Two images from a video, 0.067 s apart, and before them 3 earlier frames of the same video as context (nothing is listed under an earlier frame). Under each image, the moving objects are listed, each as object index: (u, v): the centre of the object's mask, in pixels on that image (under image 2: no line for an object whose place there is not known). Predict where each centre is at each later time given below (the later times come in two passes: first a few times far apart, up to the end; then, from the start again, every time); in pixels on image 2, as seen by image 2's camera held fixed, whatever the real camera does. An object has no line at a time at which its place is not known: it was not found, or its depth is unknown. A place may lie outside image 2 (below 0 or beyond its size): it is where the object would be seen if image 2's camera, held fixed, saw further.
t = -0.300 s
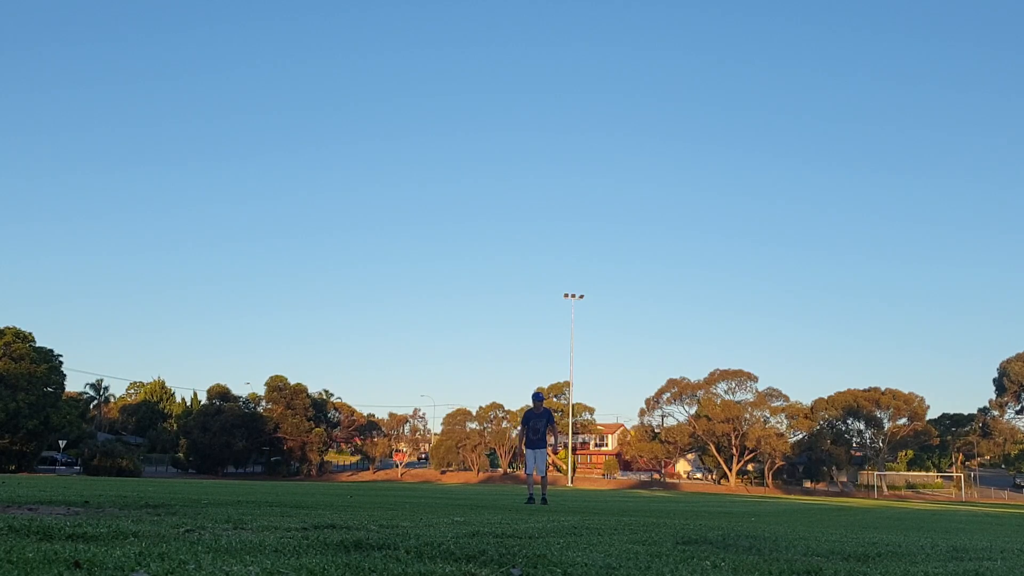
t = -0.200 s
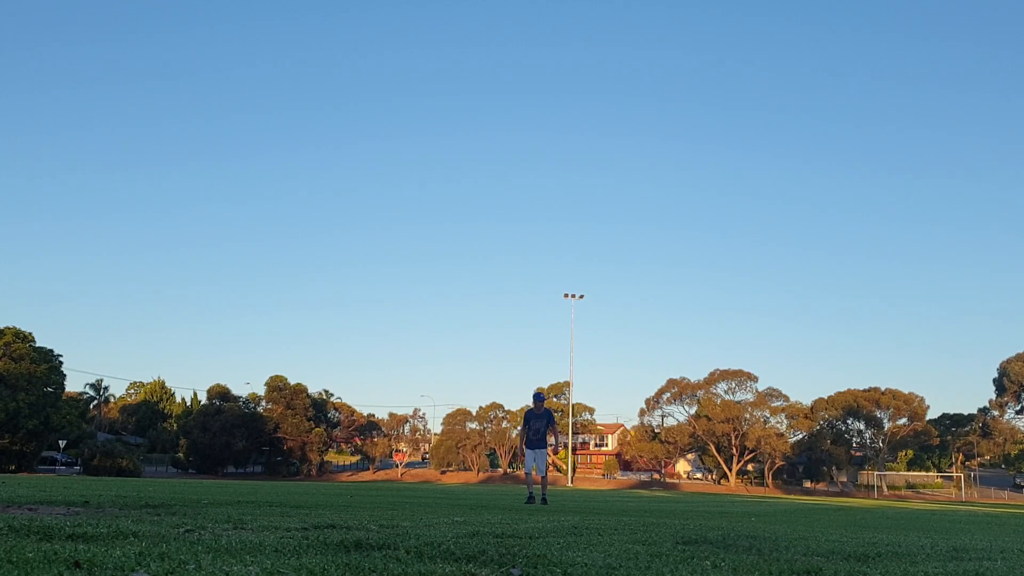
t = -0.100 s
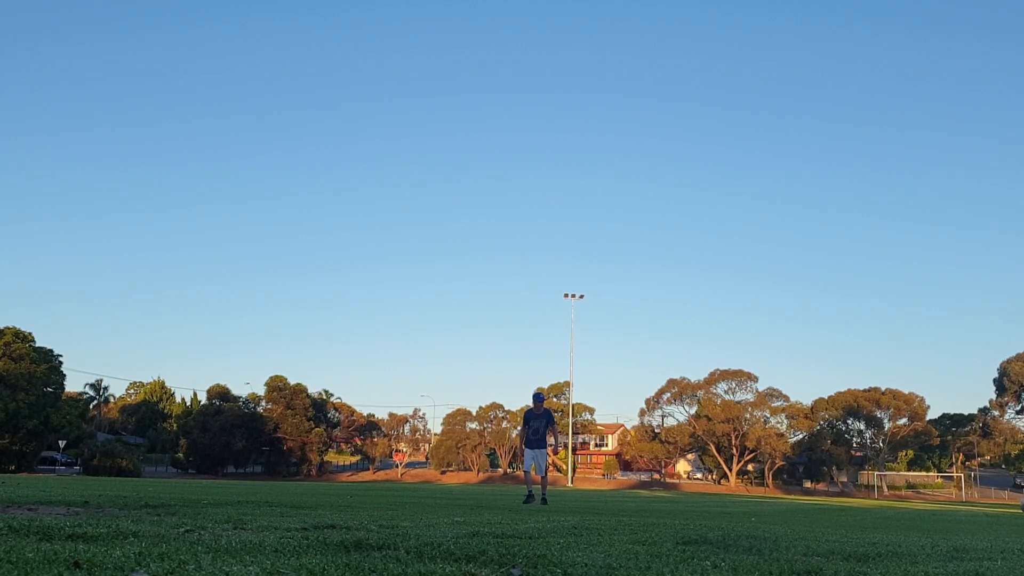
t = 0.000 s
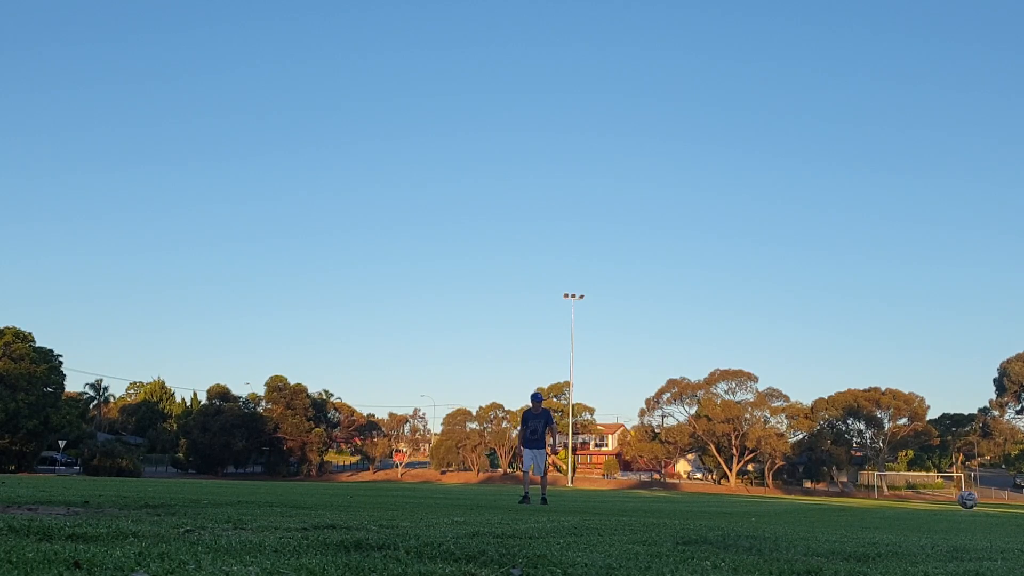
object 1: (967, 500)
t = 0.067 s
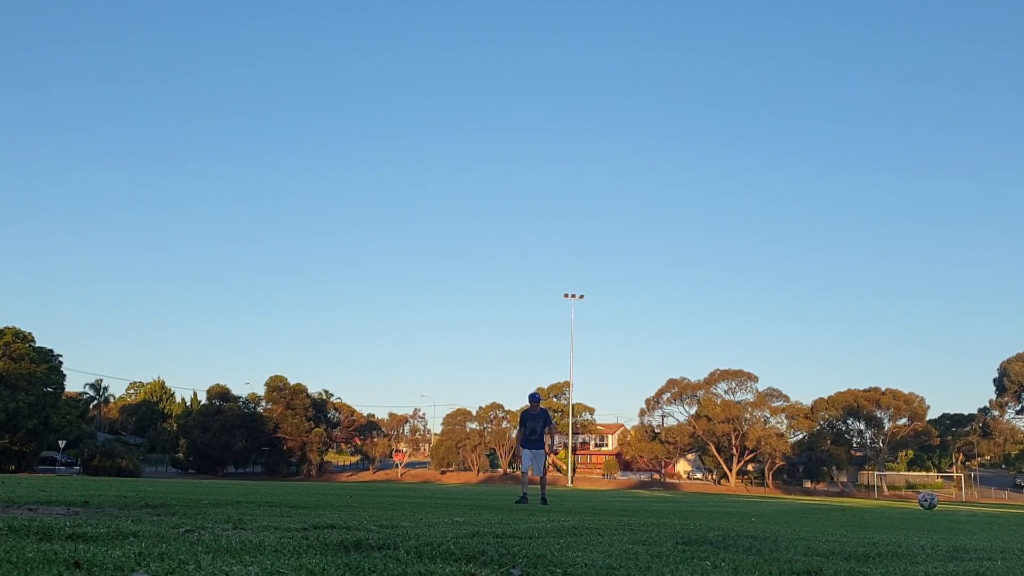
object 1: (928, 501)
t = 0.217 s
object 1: (844, 512)
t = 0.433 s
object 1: (766, 500)
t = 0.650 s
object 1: (701, 503)
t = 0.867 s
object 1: (656, 502)
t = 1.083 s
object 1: (614, 502)
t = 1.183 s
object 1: (596, 501)
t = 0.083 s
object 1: (918, 501)
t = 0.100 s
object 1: (908, 502)
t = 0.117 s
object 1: (899, 504)
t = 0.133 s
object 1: (889, 506)
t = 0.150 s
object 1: (880, 507)
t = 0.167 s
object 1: (871, 509)
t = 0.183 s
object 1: (861, 512)
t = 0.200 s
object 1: (852, 513)
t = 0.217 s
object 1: (844, 512)
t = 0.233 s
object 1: (838, 510)
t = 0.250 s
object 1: (832, 508)
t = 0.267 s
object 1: (826, 506)
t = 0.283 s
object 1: (819, 504)
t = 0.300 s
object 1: (813, 503)
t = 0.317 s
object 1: (807, 501)
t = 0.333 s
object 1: (801, 501)
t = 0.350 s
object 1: (795, 500)
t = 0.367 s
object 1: (789, 499)
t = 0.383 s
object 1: (783, 499)
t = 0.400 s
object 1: (777, 499)
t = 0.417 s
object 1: (771, 499)
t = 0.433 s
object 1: (766, 500)
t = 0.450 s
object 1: (759, 500)
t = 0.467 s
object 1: (754, 501)
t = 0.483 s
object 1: (748, 502)
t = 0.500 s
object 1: (742, 503)
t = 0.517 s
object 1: (736, 504)
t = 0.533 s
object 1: (730, 506)
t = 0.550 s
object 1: (725, 508)
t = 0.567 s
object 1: (720, 508)
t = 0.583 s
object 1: (716, 507)
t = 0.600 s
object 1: (712, 506)
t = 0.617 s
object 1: (709, 505)
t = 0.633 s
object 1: (705, 503)
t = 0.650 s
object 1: (701, 503)
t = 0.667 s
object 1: (697, 502)
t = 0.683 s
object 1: (694, 501)
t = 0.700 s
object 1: (690, 502)
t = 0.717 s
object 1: (686, 501)
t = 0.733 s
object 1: (682, 502)
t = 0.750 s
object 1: (679, 503)
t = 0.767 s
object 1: (675, 503)
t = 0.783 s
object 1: (672, 504)
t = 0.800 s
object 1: (668, 505)
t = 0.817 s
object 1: (665, 505)
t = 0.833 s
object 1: (662, 504)
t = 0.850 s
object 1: (659, 503)
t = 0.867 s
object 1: (656, 502)
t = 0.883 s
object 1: (653, 501)
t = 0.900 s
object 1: (649, 501)
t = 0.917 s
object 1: (646, 501)
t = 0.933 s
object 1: (643, 500)
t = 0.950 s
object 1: (639, 500)
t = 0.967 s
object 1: (636, 501)
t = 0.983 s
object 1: (633, 501)
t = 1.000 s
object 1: (629, 502)
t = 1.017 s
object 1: (627, 503)
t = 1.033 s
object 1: (623, 503)
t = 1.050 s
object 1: (620, 503)
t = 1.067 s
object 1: (618, 502)
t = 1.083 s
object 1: (614, 502)
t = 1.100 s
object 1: (612, 502)
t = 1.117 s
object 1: (609, 502)
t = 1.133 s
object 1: (605, 502)
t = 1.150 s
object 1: (602, 502)
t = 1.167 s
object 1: (599, 501)
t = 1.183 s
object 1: (596, 501)
